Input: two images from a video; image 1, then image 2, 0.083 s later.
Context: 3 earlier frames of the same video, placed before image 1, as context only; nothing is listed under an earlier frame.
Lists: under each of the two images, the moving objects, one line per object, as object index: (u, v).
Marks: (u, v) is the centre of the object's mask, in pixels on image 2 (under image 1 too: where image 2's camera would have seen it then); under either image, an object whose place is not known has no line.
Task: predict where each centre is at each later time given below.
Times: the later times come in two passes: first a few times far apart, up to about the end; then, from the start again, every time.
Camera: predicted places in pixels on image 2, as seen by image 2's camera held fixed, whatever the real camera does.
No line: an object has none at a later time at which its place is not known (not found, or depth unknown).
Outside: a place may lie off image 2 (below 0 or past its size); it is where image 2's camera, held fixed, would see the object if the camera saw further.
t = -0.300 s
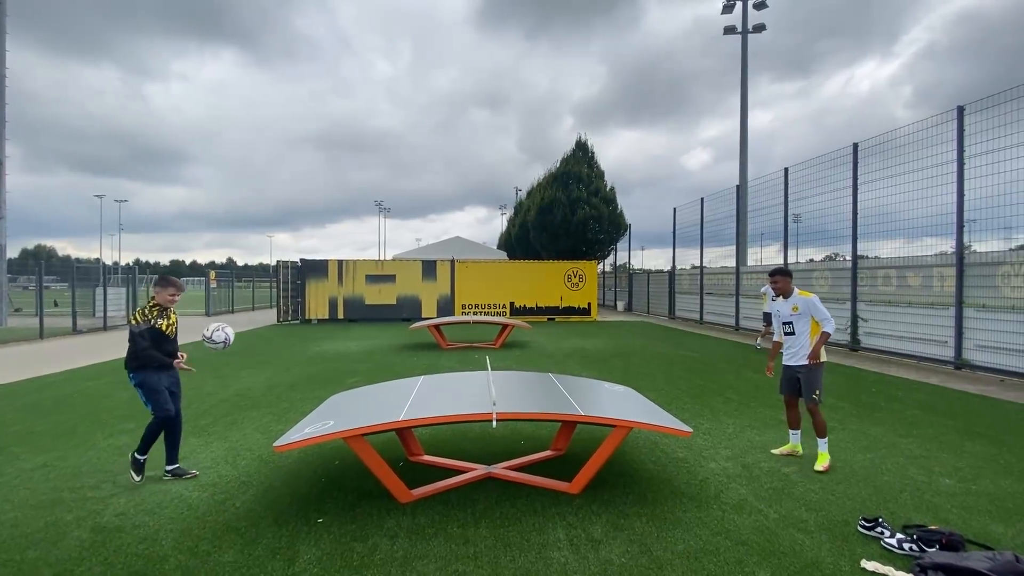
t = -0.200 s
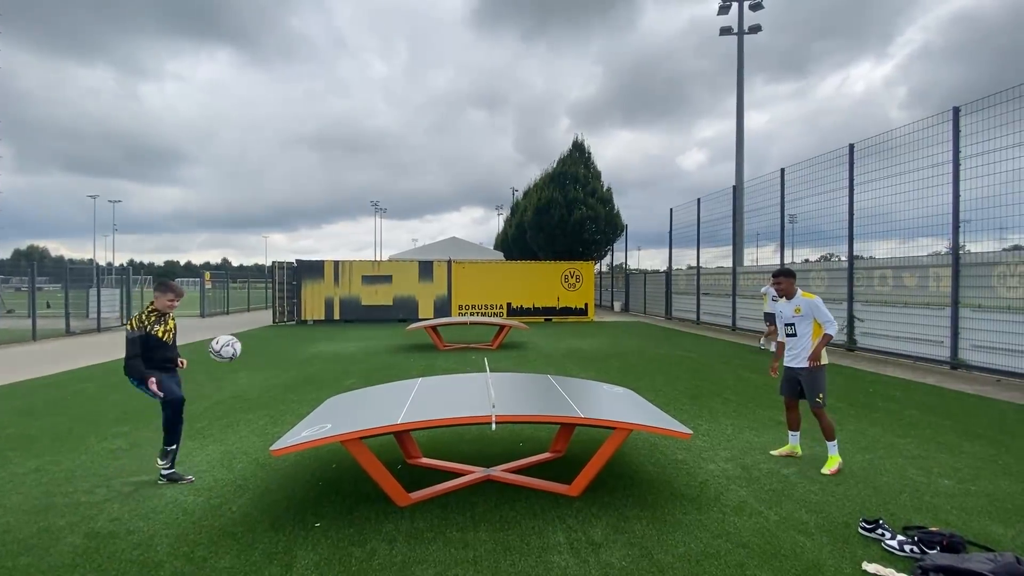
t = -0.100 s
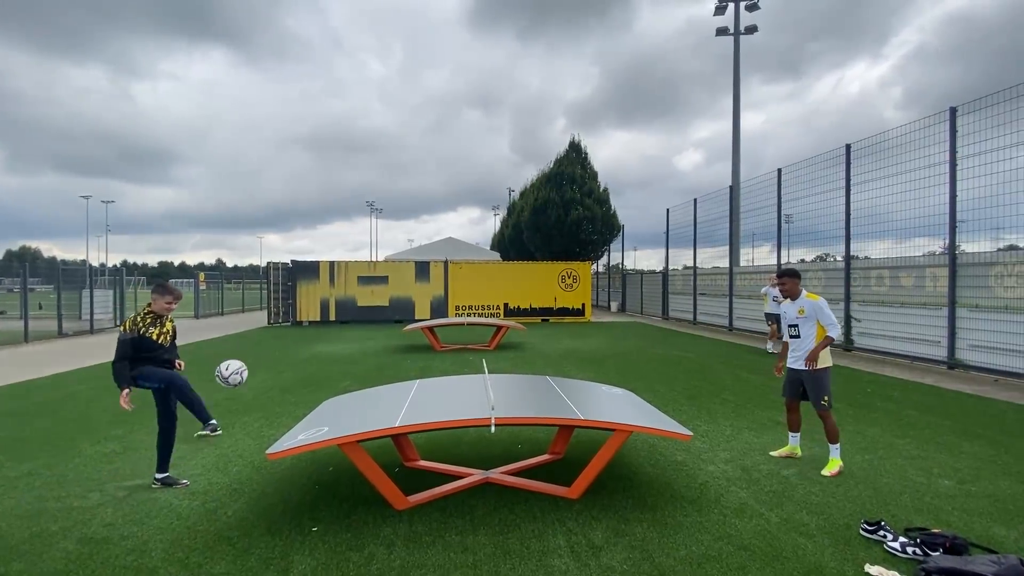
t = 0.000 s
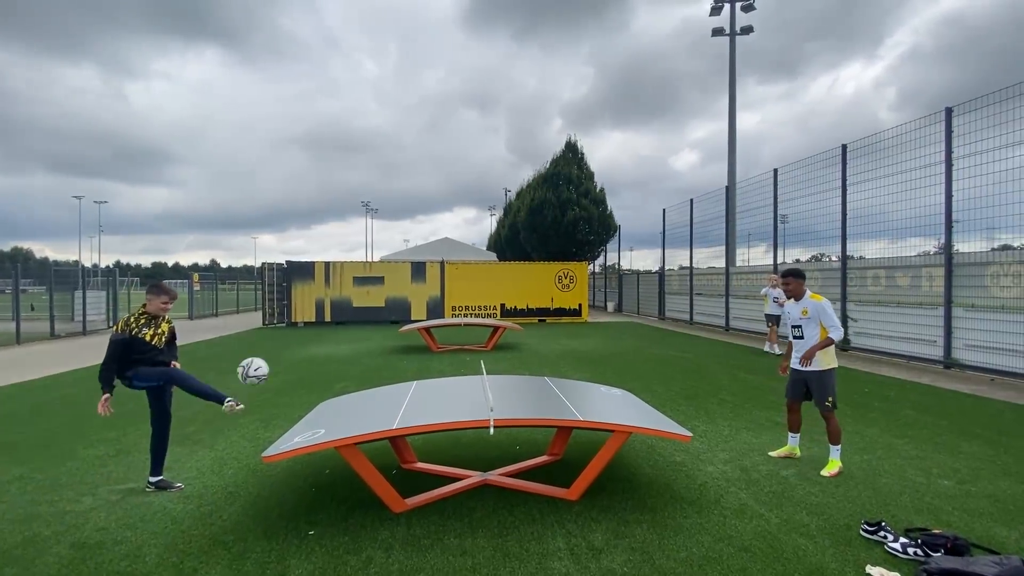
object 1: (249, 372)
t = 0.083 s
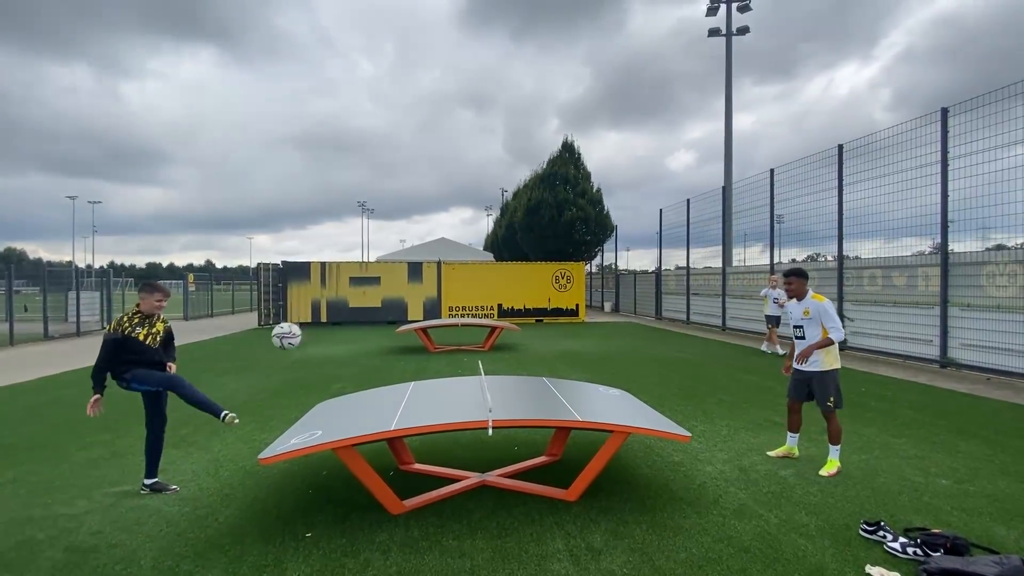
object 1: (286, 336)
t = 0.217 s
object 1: (344, 297)
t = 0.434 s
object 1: (433, 282)
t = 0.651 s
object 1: (511, 317)
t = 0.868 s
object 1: (579, 364)
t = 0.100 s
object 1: (294, 330)
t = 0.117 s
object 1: (301, 324)
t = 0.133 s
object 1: (308, 319)
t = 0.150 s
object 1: (316, 314)
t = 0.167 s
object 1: (323, 309)
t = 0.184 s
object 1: (330, 305)
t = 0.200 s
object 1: (338, 301)
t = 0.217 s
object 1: (344, 297)
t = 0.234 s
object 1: (352, 294)
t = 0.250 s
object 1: (359, 291)
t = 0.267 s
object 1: (366, 288)
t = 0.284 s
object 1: (373, 286)
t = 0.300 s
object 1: (379, 285)
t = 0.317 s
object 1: (386, 283)
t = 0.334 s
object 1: (393, 282)
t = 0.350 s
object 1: (400, 281)
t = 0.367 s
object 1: (406, 281)
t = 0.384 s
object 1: (413, 280)
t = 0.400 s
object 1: (419, 280)
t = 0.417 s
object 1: (426, 281)
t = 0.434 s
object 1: (433, 282)
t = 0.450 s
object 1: (439, 283)
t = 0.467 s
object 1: (446, 284)
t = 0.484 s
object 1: (452, 286)
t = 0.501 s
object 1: (458, 287)
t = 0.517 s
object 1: (464, 290)
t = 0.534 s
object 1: (470, 292)
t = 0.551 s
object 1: (476, 295)
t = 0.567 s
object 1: (482, 298)
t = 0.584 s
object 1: (488, 302)
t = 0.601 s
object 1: (494, 305)
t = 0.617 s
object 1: (500, 309)
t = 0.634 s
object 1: (505, 313)
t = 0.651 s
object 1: (511, 317)
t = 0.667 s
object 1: (516, 322)
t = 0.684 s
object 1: (522, 328)
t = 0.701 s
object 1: (527, 333)
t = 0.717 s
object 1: (532, 338)
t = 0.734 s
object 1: (538, 344)
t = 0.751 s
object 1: (543, 350)
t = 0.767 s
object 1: (548, 356)
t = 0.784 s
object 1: (554, 362)
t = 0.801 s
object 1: (559, 369)
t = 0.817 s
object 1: (564, 376)
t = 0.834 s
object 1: (569, 372)
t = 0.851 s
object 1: (574, 368)
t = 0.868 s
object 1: (579, 364)
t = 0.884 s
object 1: (584, 360)
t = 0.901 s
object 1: (589, 356)
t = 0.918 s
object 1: (594, 353)
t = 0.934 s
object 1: (599, 350)
